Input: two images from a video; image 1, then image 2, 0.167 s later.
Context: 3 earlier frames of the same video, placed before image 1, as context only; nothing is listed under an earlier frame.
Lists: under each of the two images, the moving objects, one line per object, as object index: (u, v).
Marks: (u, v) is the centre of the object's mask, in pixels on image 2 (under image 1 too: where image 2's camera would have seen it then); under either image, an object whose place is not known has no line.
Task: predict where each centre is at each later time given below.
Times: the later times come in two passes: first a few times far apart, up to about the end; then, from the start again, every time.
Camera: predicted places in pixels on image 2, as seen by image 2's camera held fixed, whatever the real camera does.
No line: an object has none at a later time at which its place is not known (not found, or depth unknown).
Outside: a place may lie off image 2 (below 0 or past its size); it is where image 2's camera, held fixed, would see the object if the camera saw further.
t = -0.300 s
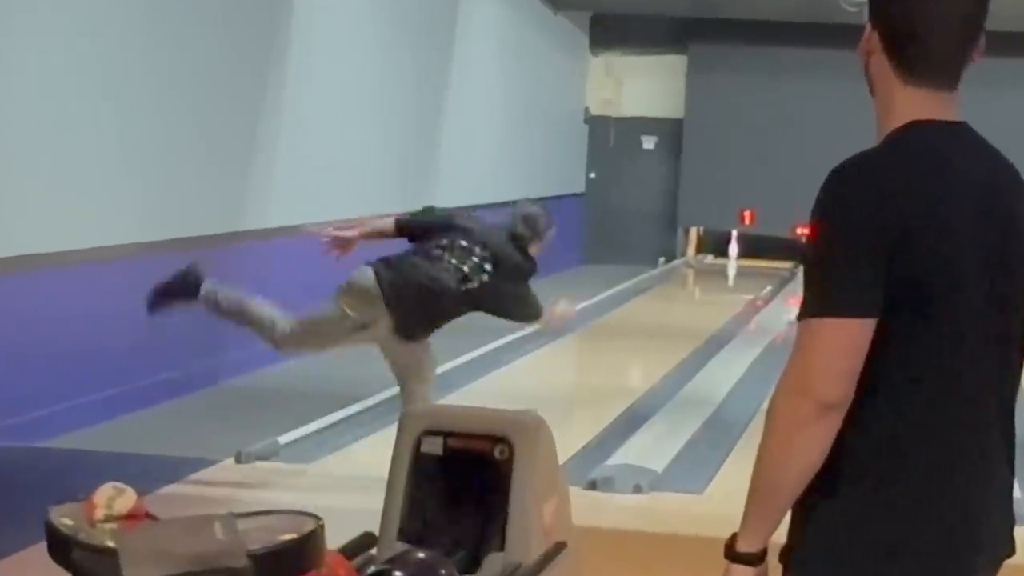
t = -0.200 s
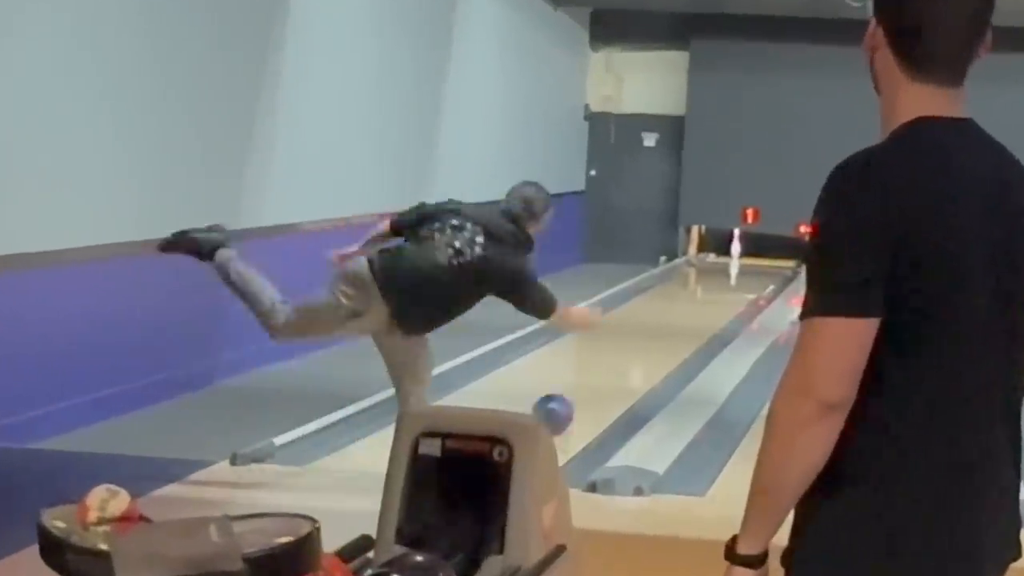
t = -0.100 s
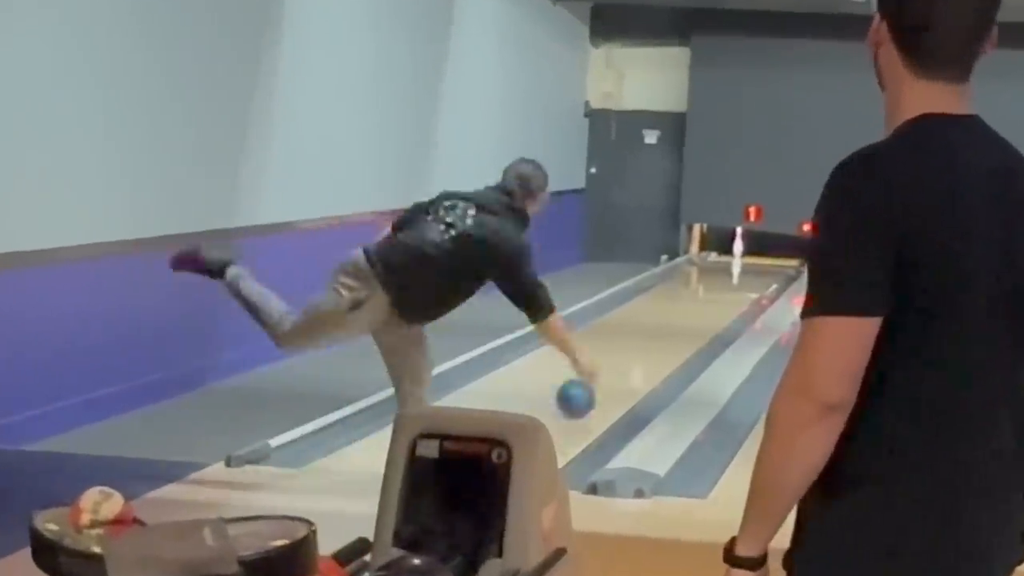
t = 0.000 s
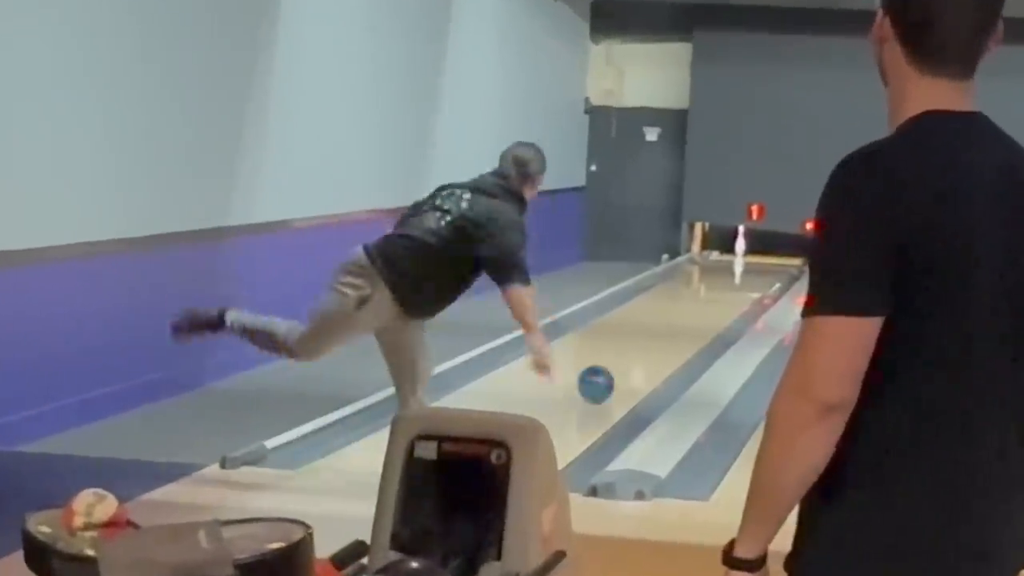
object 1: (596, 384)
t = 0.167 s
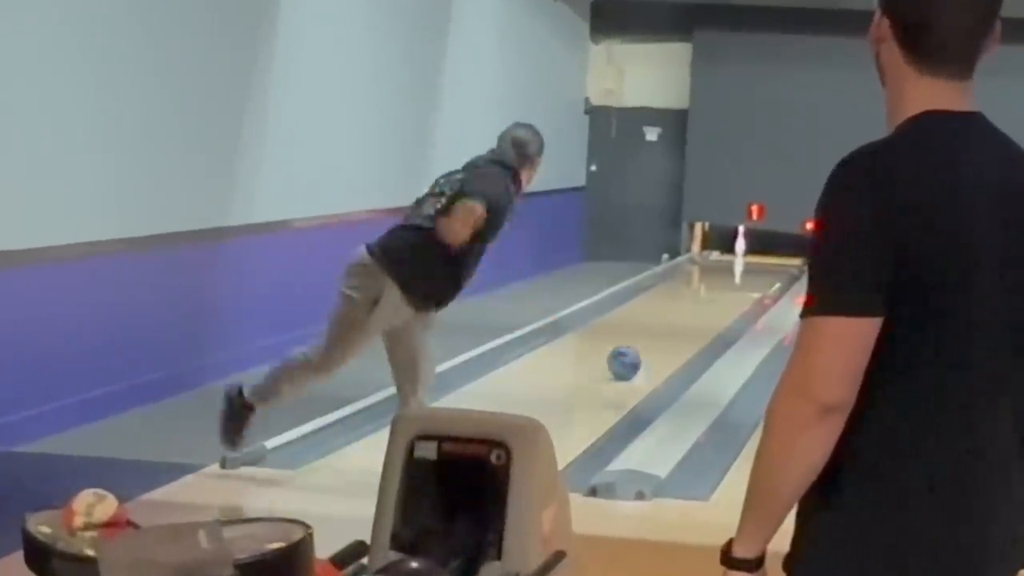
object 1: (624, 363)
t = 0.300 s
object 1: (642, 349)
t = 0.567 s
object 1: (671, 326)
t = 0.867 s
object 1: (696, 304)
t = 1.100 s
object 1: (710, 293)
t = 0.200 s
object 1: (629, 359)
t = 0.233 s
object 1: (633, 356)
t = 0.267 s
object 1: (638, 352)
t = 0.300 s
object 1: (642, 349)
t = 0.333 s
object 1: (646, 345)
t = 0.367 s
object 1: (650, 342)
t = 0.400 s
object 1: (654, 339)
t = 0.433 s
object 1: (658, 337)
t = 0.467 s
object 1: (662, 333)
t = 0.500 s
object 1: (664, 330)
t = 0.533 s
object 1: (667, 328)
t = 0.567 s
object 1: (671, 326)
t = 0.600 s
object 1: (674, 323)
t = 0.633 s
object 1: (677, 320)
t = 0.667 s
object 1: (679, 318)
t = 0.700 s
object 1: (682, 315)
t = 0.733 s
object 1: (684, 313)
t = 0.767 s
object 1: (687, 311)
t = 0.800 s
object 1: (690, 309)
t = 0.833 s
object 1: (693, 307)
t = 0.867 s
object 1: (696, 304)
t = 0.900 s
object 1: (698, 303)
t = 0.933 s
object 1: (700, 301)
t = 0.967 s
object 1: (701, 300)
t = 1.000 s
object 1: (703, 297)
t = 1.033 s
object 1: (705, 296)
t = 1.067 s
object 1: (707, 294)
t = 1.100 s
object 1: (710, 293)
